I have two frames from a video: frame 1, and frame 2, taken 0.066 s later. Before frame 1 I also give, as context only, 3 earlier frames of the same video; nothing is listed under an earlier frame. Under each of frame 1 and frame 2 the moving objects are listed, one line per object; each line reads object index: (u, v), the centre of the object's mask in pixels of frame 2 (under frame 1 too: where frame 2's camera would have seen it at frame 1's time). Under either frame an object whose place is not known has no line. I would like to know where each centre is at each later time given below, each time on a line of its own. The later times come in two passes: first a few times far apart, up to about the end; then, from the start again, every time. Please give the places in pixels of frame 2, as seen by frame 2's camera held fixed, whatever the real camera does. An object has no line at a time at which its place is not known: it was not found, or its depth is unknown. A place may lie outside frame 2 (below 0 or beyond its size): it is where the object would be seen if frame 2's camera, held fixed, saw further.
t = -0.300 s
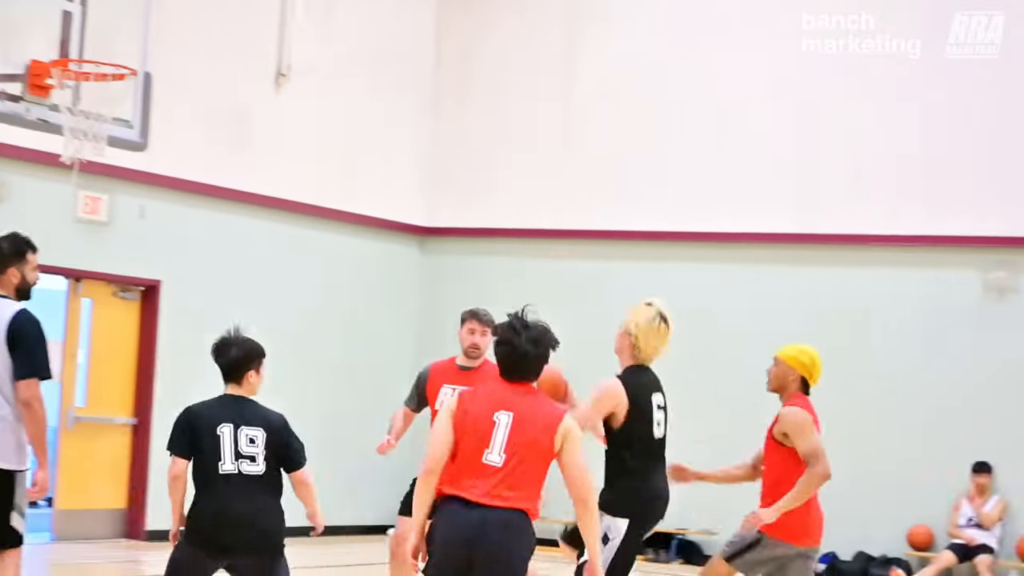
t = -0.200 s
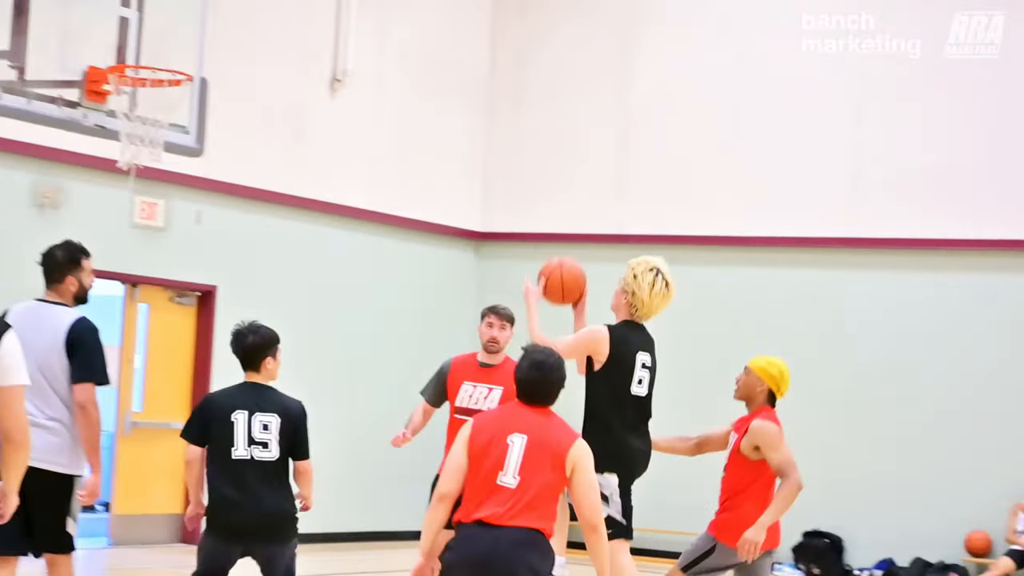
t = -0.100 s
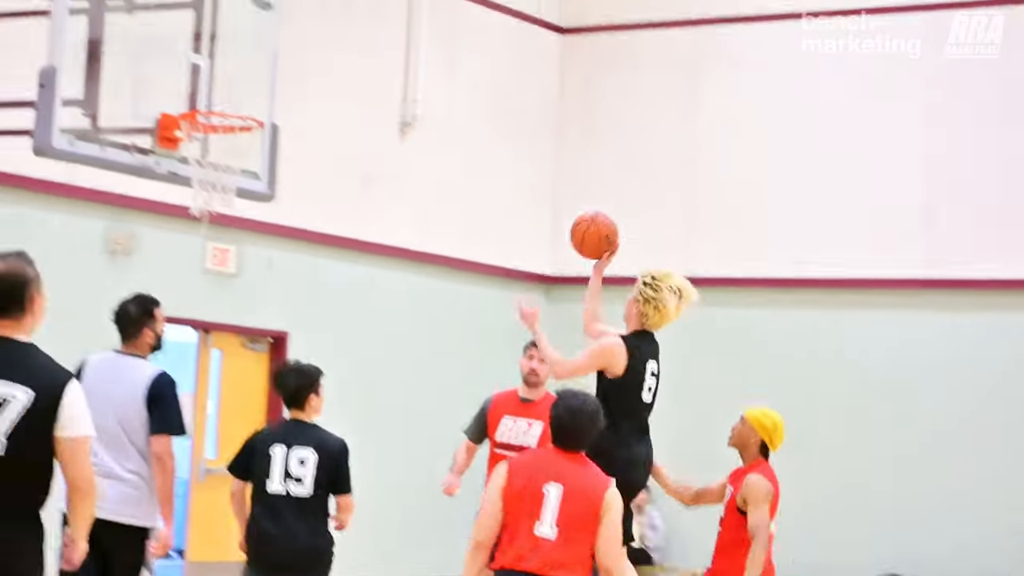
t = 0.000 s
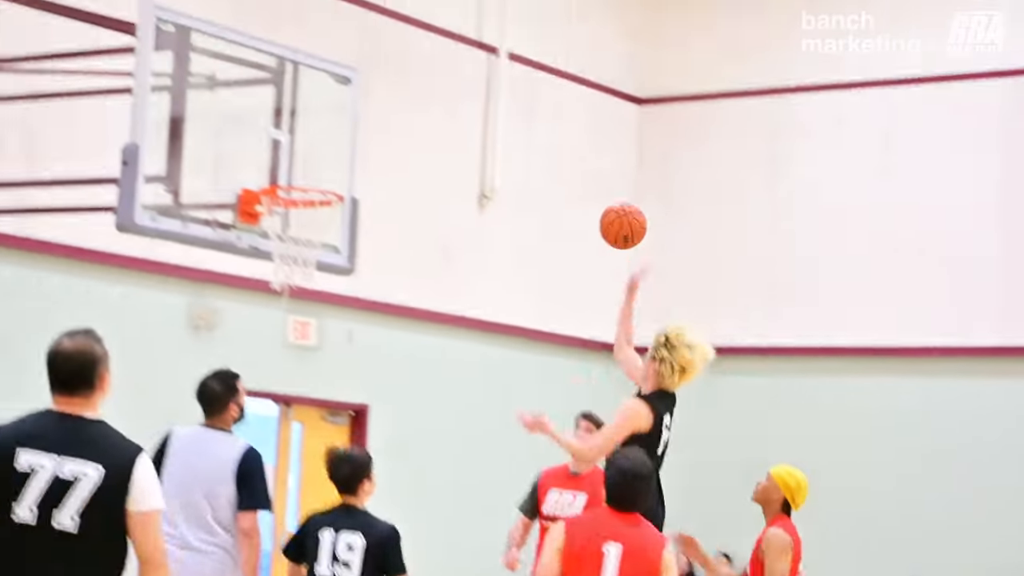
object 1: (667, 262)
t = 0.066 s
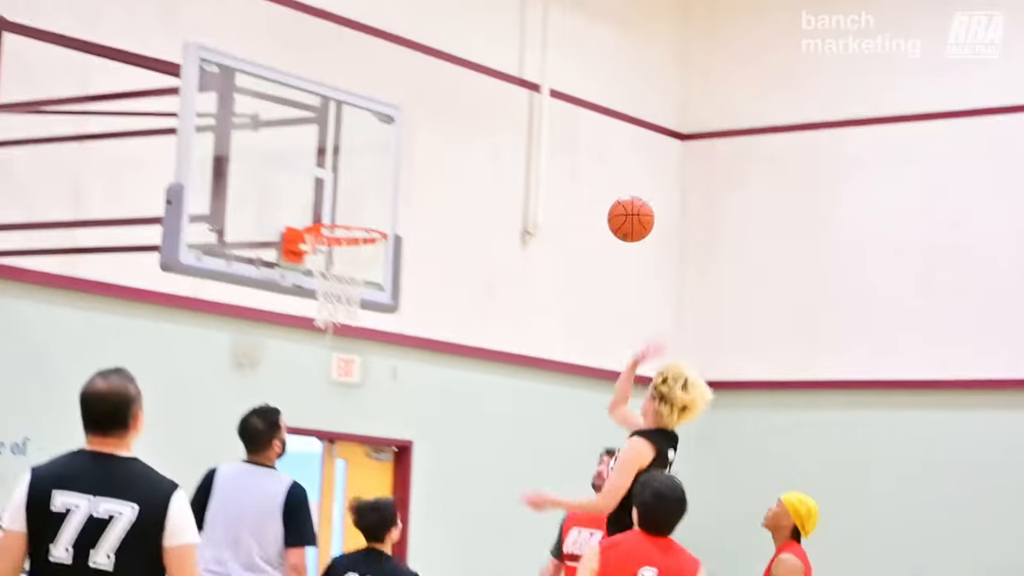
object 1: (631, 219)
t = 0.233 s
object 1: (545, 156)
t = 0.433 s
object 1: (449, 149)
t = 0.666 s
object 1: (343, 228)
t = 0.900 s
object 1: (334, 364)
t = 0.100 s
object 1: (613, 202)
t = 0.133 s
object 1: (596, 187)
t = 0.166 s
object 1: (578, 174)
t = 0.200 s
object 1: (562, 164)
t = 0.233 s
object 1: (545, 156)
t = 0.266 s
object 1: (529, 150)
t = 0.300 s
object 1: (513, 146)
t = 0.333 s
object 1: (497, 144)
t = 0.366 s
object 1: (481, 144)
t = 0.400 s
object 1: (465, 146)
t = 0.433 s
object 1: (449, 149)
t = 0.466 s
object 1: (434, 155)
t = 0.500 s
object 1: (418, 163)
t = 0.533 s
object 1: (403, 172)
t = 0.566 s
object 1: (388, 183)
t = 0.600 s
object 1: (373, 197)
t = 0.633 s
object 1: (358, 209)
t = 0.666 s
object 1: (343, 228)
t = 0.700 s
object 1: (330, 246)
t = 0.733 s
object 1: (328, 260)
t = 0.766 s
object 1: (330, 281)
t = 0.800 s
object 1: (331, 301)
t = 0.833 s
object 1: (332, 325)
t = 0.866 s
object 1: (333, 339)
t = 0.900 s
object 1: (334, 364)
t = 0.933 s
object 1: (335, 390)
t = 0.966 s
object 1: (337, 414)
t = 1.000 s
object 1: (342, 439)
